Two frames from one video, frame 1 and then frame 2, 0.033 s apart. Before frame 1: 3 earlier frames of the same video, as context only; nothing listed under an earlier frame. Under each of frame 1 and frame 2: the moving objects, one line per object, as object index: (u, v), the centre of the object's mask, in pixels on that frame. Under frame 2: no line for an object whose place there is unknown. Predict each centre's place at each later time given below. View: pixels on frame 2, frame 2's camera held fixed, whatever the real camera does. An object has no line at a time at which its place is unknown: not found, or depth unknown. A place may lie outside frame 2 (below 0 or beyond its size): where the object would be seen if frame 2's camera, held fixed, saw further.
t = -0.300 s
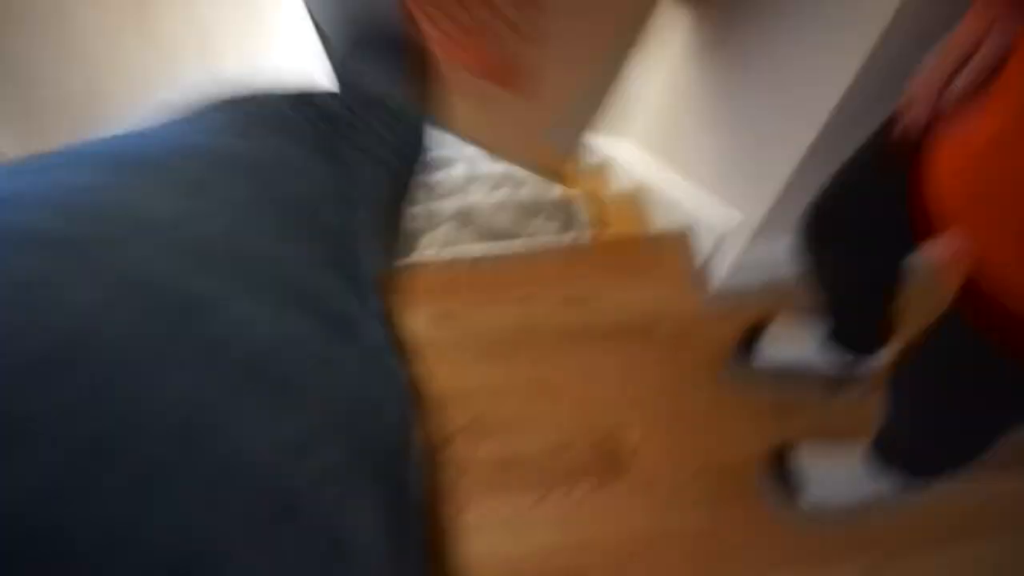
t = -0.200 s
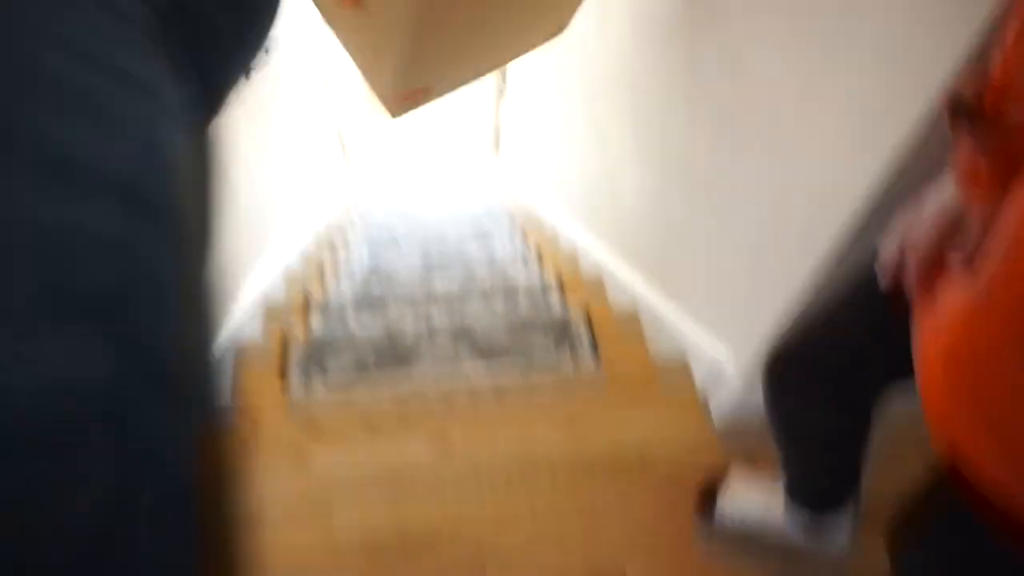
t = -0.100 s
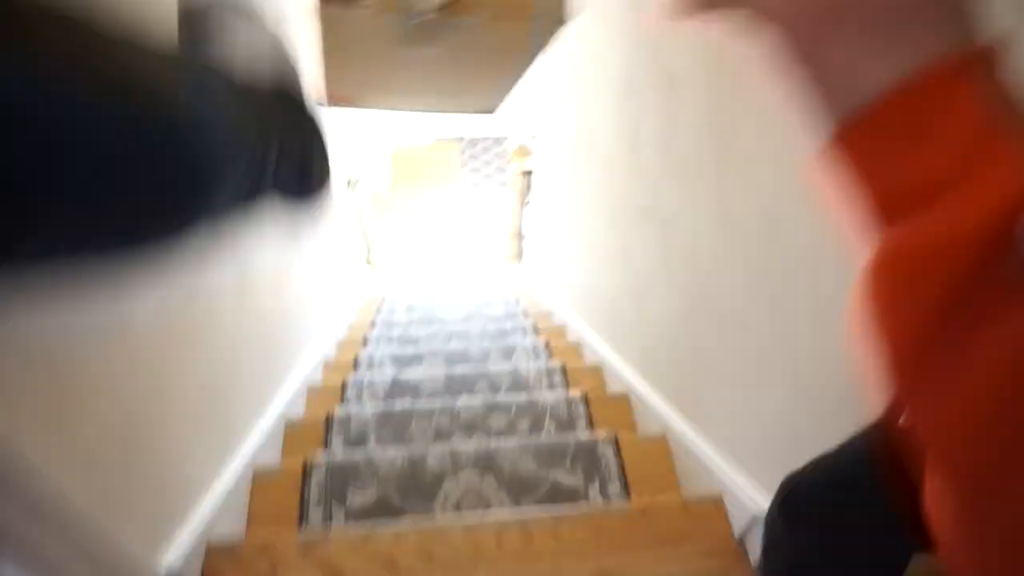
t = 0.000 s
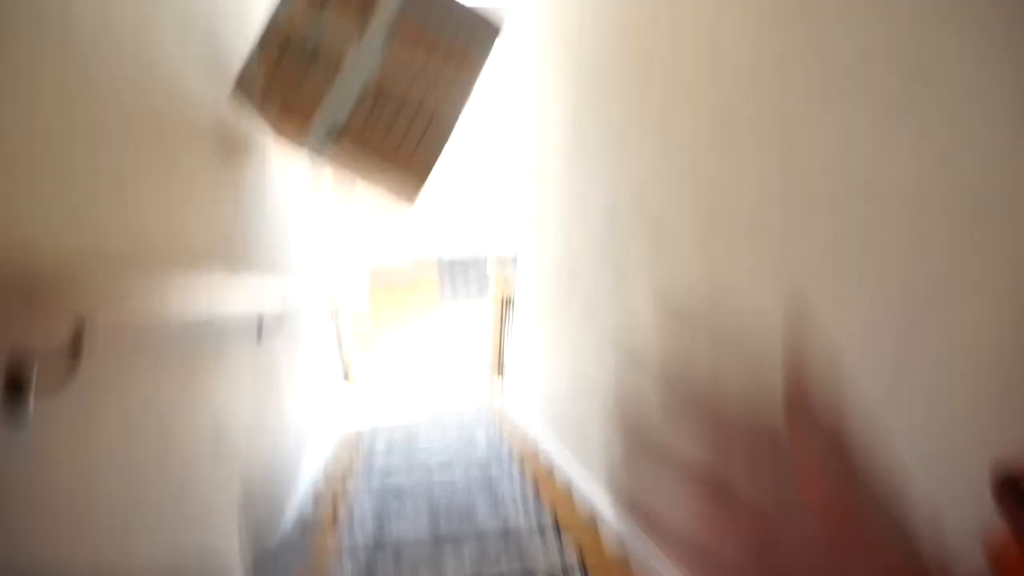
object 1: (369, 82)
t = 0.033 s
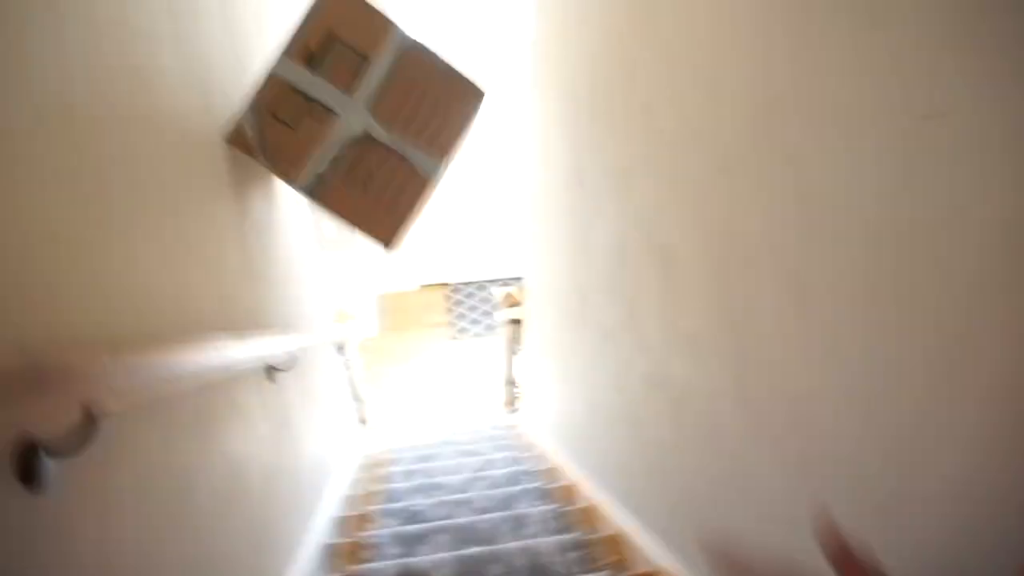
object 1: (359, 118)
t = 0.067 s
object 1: (362, 122)
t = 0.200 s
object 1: (401, 188)
